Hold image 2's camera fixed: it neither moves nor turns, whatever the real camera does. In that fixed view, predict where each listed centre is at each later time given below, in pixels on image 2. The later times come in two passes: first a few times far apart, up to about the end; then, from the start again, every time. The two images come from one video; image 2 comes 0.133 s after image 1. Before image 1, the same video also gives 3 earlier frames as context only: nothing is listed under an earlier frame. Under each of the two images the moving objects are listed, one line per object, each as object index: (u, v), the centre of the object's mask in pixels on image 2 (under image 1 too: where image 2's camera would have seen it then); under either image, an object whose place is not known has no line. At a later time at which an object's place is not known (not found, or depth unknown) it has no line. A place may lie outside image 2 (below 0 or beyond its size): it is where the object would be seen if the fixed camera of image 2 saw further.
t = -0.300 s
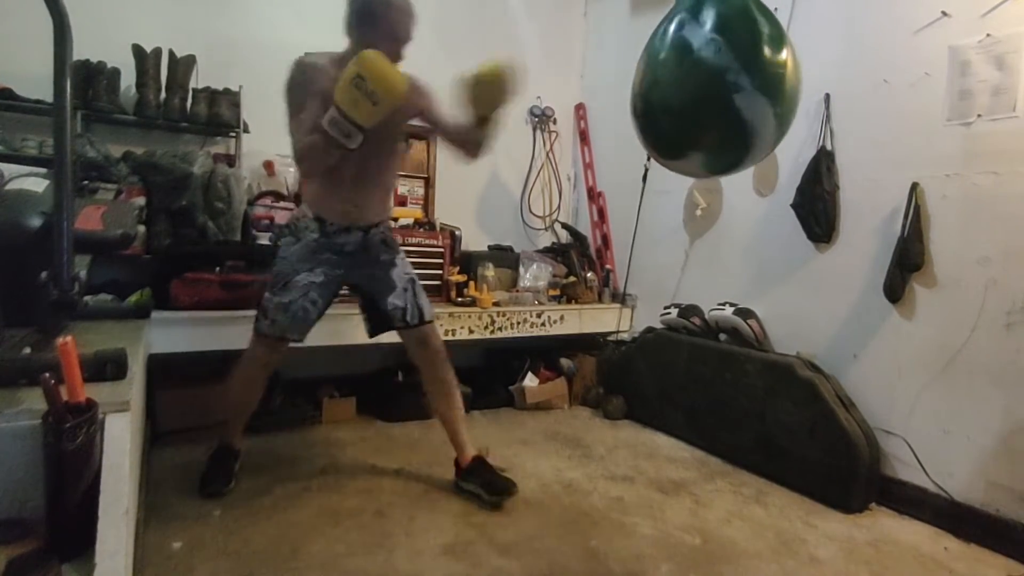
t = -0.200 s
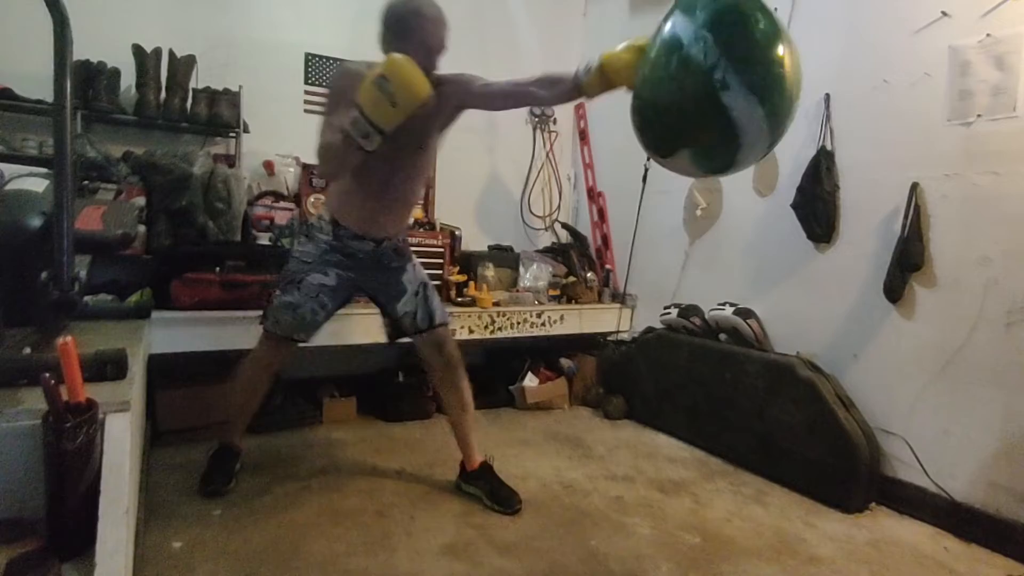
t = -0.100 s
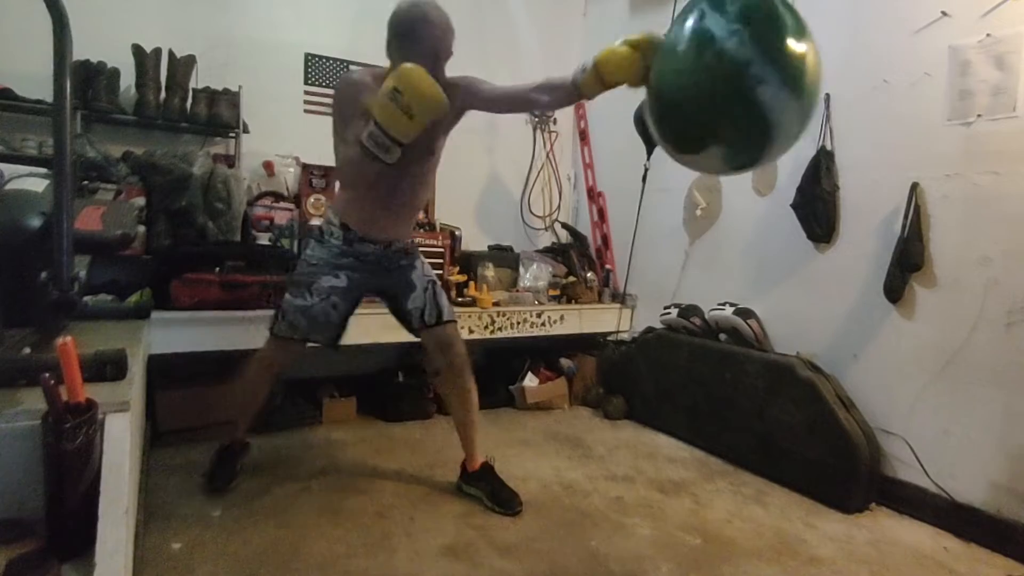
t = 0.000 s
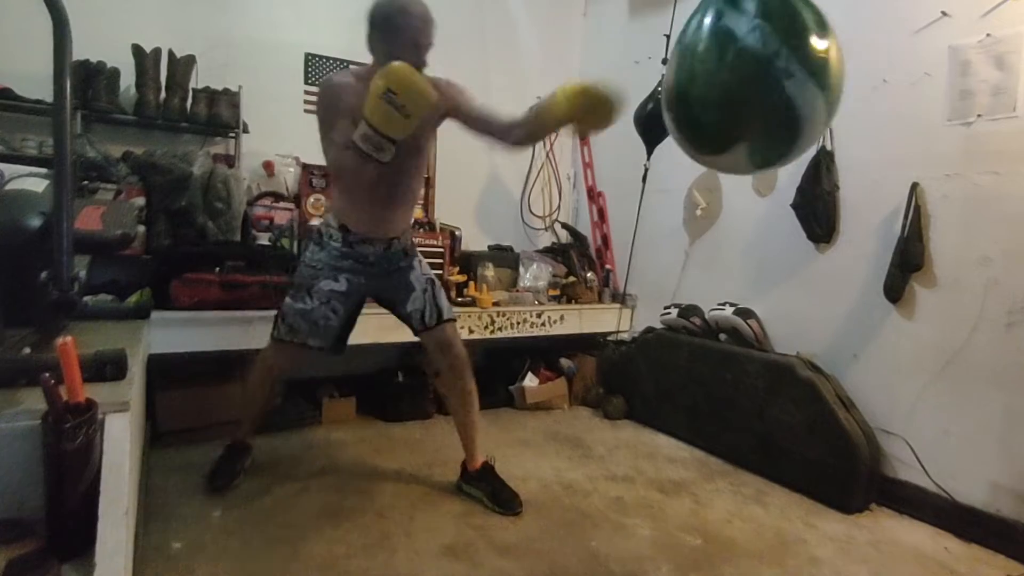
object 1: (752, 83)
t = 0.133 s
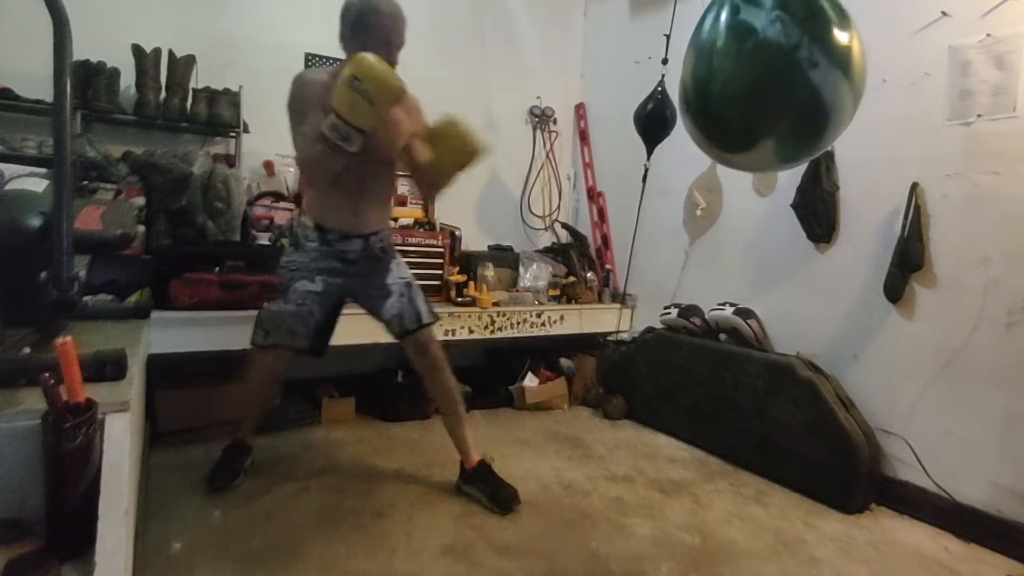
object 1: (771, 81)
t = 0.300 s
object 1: (781, 79)
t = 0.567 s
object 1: (760, 79)
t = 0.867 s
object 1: (698, 83)
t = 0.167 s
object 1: (774, 81)
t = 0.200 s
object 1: (777, 80)
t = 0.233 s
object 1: (779, 80)
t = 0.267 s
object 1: (780, 80)
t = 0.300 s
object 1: (781, 79)
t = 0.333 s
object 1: (781, 79)
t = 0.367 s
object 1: (781, 79)
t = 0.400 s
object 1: (779, 79)
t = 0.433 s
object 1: (777, 79)
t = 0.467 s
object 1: (774, 79)
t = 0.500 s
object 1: (770, 79)
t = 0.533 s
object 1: (765, 79)
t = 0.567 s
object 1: (760, 79)
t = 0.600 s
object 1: (754, 80)
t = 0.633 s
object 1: (748, 80)
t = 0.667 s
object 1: (742, 80)
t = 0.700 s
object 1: (735, 81)
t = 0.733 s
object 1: (728, 81)
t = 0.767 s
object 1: (720, 82)
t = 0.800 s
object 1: (713, 82)
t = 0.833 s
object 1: (705, 82)
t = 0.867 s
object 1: (698, 83)
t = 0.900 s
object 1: (690, 83)
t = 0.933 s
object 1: (683, 83)
